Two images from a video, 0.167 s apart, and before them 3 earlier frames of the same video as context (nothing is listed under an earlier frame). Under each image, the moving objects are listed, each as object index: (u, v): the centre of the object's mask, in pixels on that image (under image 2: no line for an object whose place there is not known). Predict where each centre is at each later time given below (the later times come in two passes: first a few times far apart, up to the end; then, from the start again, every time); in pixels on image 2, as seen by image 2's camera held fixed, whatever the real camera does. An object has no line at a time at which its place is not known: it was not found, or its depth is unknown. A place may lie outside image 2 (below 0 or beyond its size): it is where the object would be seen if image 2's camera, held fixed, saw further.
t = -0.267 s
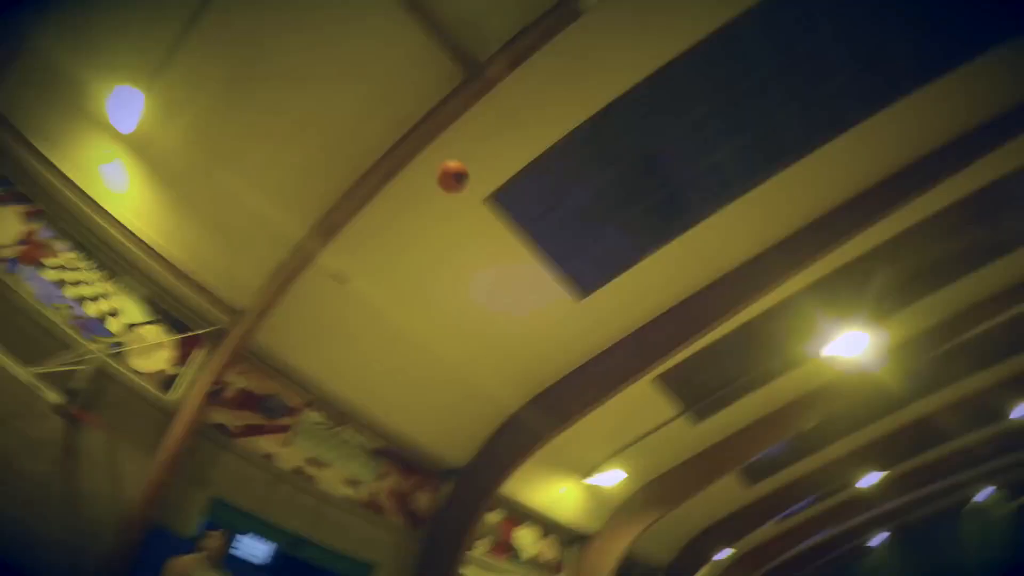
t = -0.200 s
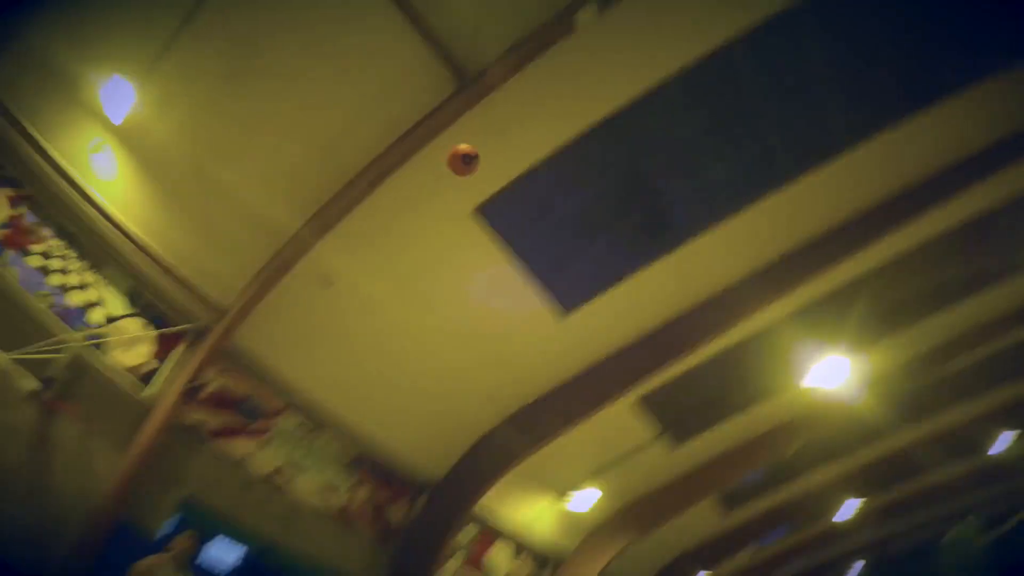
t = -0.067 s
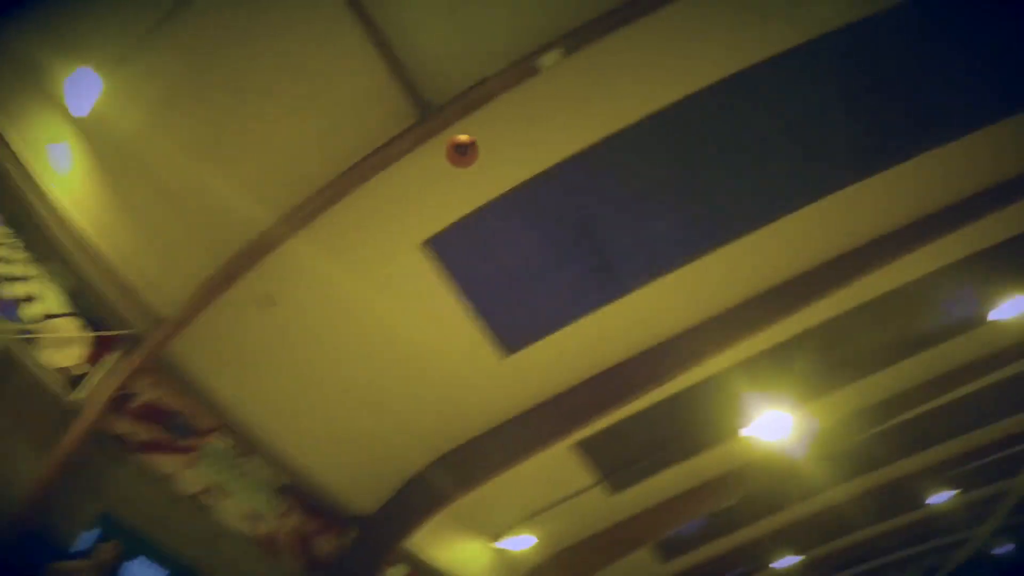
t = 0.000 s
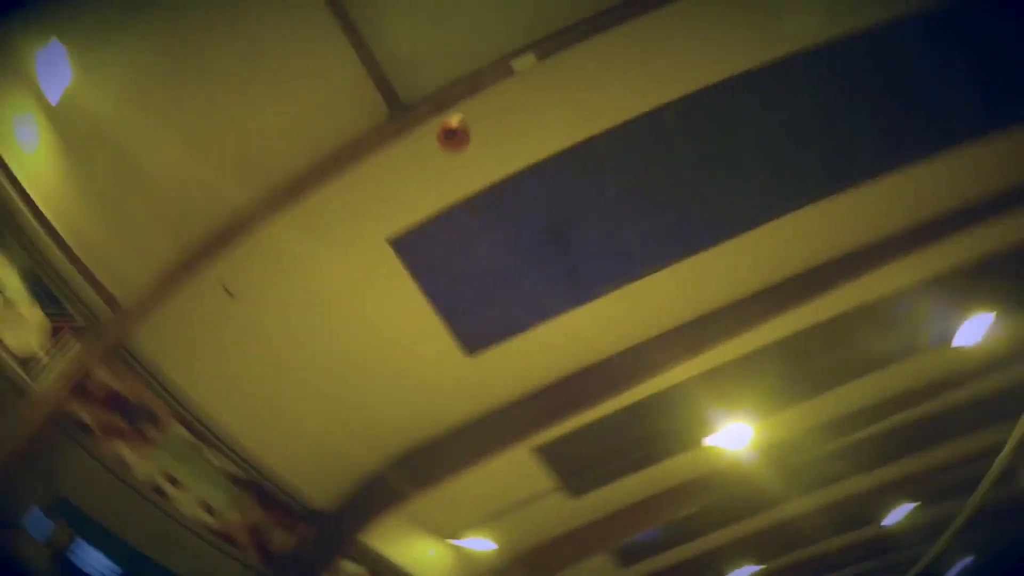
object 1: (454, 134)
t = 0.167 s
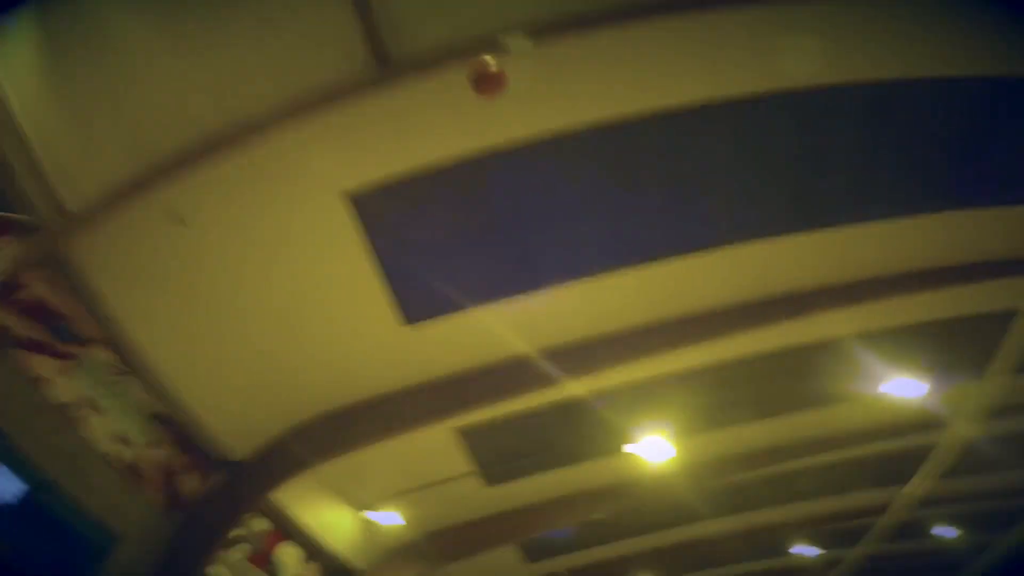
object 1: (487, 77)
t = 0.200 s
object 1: (498, 76)
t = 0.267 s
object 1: (511, 76)
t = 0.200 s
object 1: (498, 76)
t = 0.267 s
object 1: (511, 76)
